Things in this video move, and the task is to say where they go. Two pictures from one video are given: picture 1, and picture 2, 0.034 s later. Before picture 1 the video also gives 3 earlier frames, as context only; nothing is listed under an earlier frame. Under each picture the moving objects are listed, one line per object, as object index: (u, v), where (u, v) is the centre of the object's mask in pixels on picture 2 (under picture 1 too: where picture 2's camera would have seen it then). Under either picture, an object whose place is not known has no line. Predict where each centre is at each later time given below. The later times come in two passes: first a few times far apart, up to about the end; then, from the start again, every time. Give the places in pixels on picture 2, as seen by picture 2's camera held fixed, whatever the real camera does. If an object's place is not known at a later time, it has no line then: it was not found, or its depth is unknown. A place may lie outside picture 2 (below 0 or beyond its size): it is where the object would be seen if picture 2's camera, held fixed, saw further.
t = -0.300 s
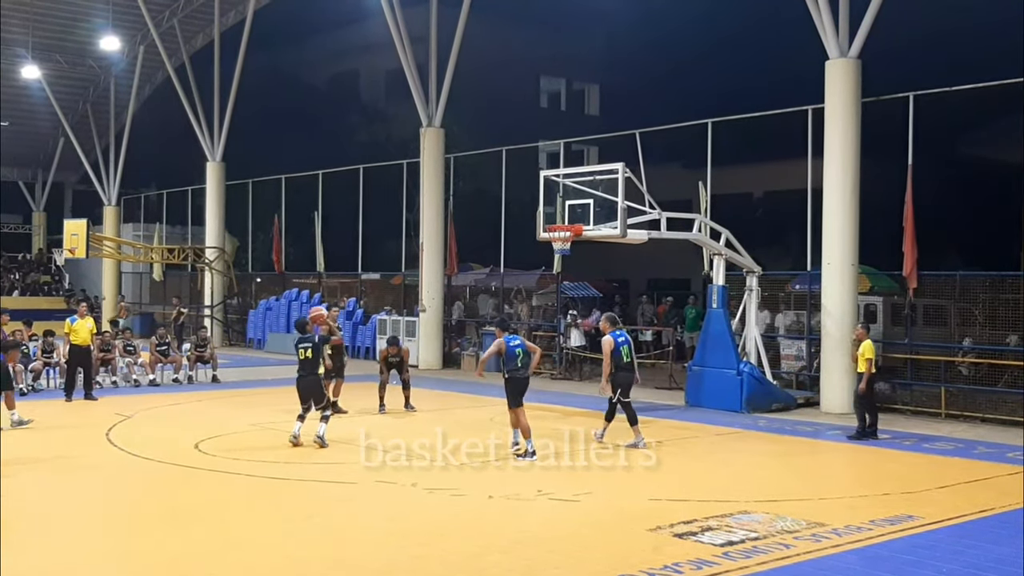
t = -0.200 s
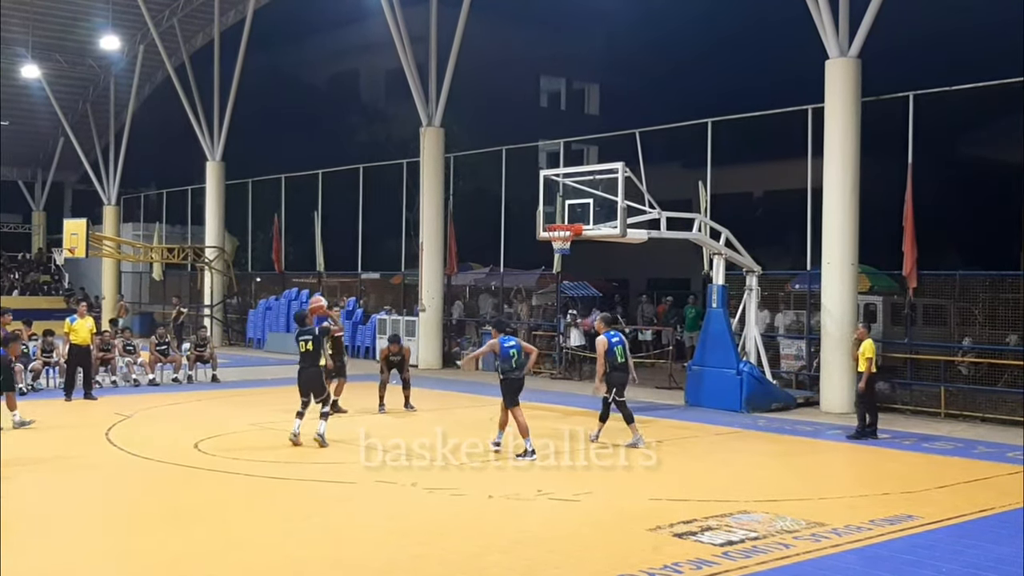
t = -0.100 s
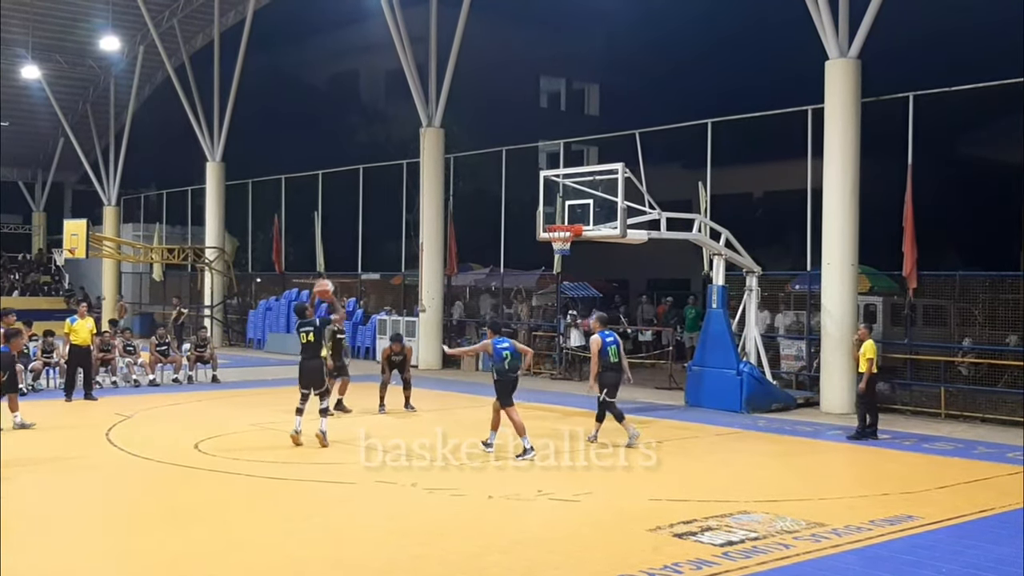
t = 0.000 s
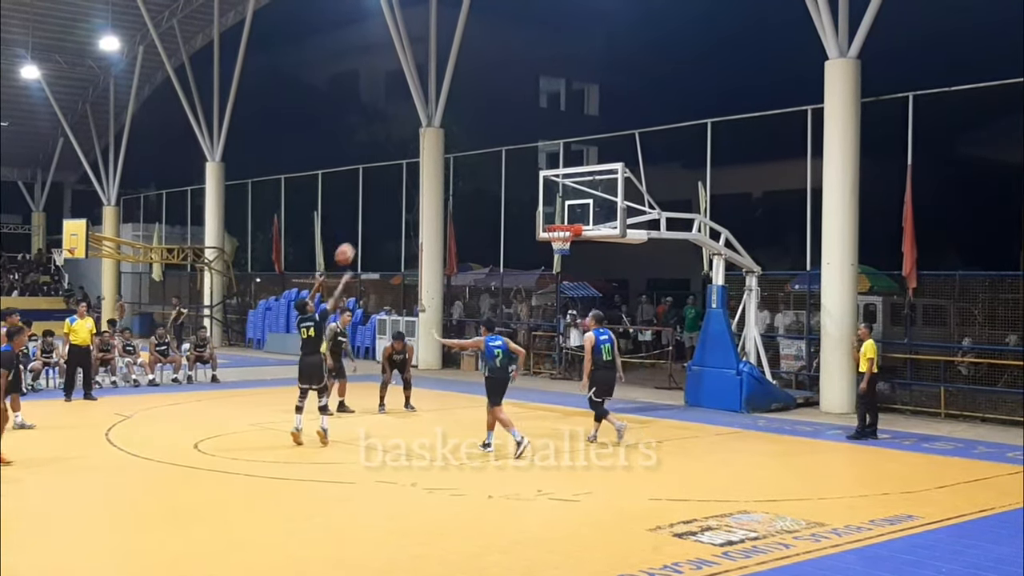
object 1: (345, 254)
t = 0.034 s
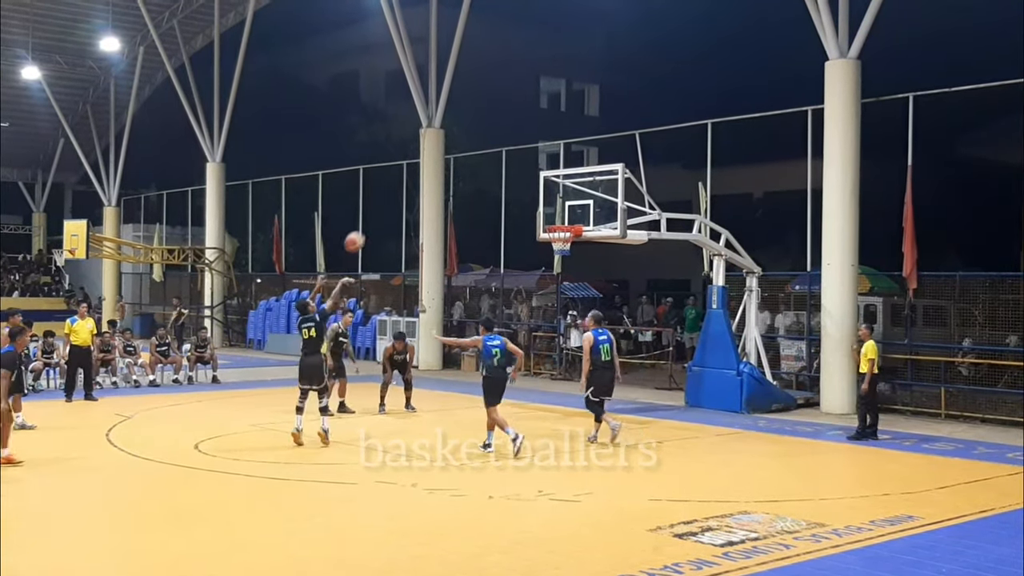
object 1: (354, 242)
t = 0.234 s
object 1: (406, 185)
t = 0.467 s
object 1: (461, 157)
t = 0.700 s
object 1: (510, 166)
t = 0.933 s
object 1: (554, 210)
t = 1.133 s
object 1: (567, 193)
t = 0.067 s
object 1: (364, 229)
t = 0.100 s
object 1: (372, 219)
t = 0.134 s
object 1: (381, 209)
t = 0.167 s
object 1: (389, 200)
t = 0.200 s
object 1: (398, 192)
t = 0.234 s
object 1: (406, 185)
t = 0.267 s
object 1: (414, 178)
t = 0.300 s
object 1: (421, 173)
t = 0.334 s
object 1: (430, 168)
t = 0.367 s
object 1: (439, 163)
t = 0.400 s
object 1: (446, 160)
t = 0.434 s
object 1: (454, 158)
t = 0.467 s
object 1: (461, 157)
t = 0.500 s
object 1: (468, 156)
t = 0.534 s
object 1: (474, 156)
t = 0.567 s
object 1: (482, 156)
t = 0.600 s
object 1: (489, 158)
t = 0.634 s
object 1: (496, 160)
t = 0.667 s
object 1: (503, 163)
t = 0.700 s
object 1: (510, 166)
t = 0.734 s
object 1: (516, 171)
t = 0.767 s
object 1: (523, 176)
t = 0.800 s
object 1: (529, 181)
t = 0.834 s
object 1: (535, 187)
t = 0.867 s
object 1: (542, 194)
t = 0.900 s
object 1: (548, 202)
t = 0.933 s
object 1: (554, 210)
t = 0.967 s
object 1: (560, 217)
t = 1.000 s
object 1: (563, 217)
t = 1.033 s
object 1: (565, 210)
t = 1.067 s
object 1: (565, 203)
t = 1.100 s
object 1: (566, 197)
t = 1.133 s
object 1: (567, 193)
